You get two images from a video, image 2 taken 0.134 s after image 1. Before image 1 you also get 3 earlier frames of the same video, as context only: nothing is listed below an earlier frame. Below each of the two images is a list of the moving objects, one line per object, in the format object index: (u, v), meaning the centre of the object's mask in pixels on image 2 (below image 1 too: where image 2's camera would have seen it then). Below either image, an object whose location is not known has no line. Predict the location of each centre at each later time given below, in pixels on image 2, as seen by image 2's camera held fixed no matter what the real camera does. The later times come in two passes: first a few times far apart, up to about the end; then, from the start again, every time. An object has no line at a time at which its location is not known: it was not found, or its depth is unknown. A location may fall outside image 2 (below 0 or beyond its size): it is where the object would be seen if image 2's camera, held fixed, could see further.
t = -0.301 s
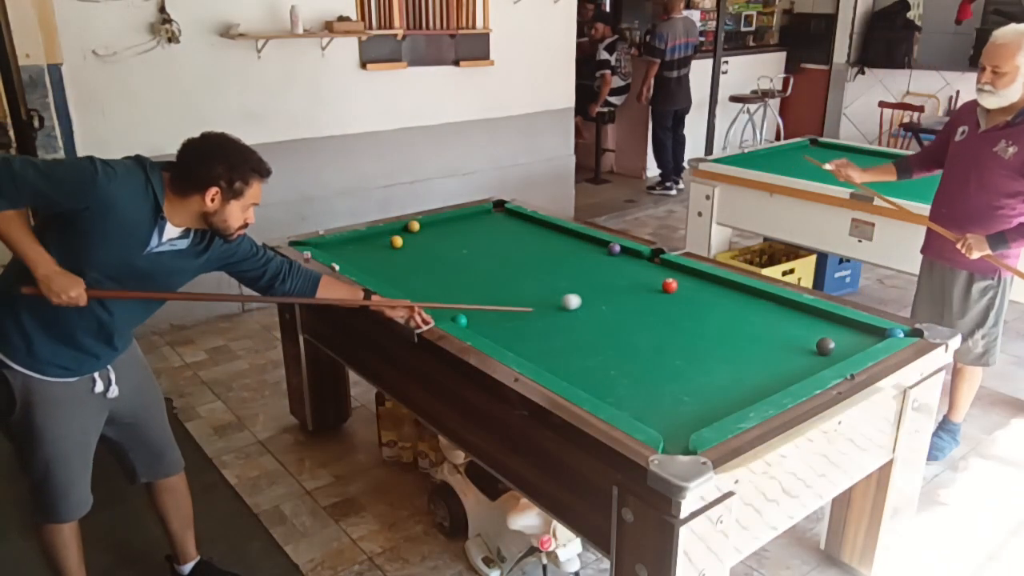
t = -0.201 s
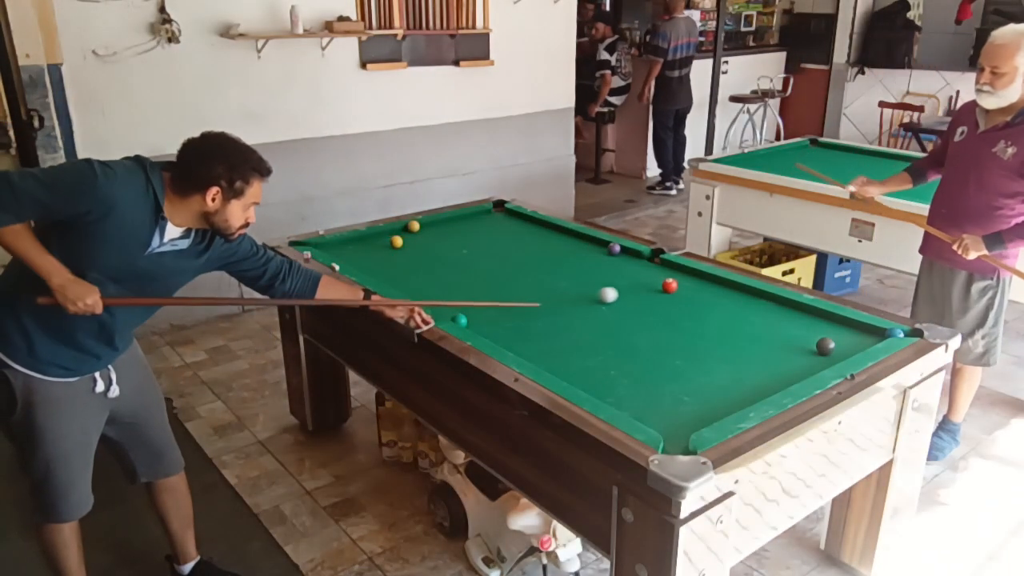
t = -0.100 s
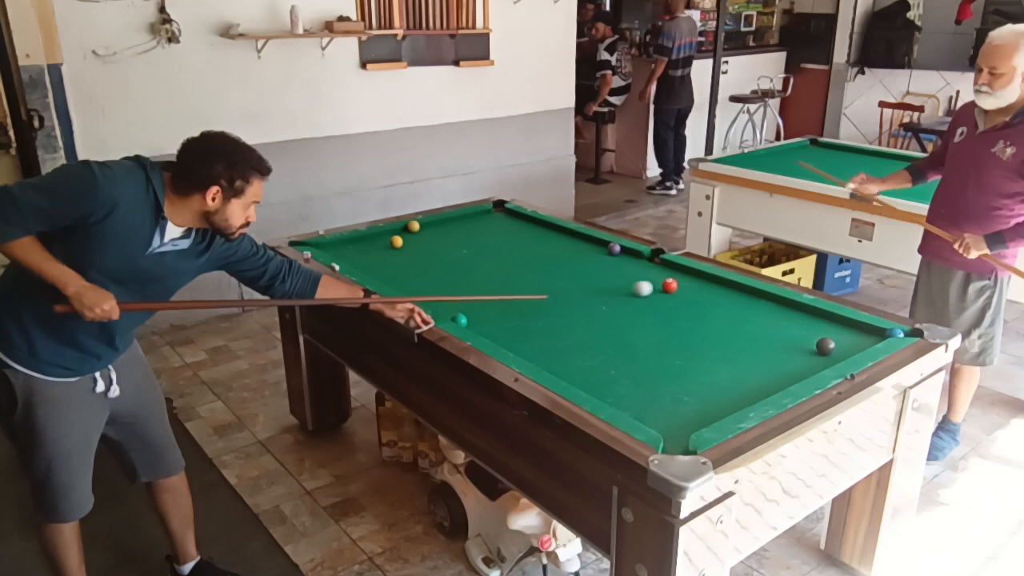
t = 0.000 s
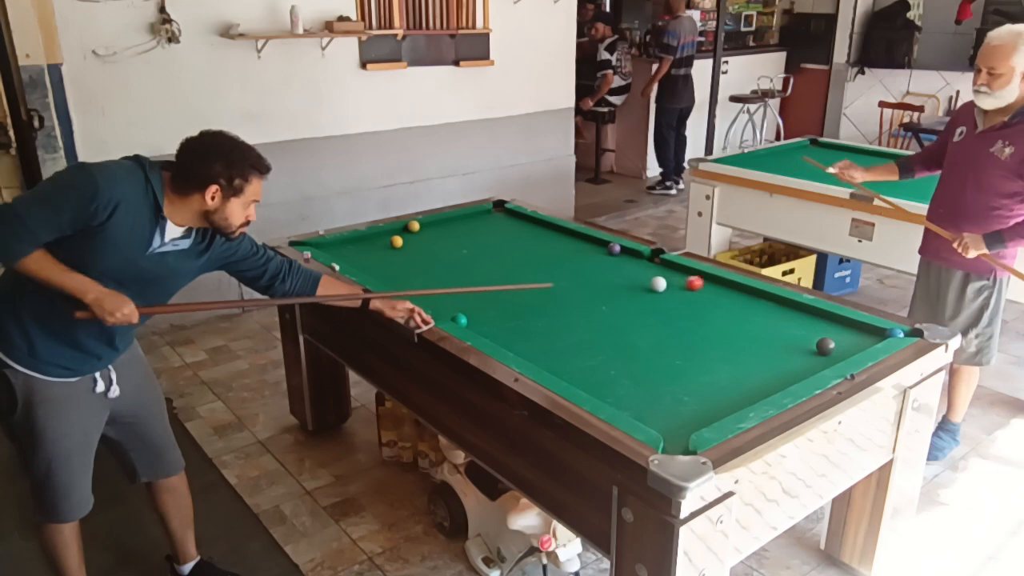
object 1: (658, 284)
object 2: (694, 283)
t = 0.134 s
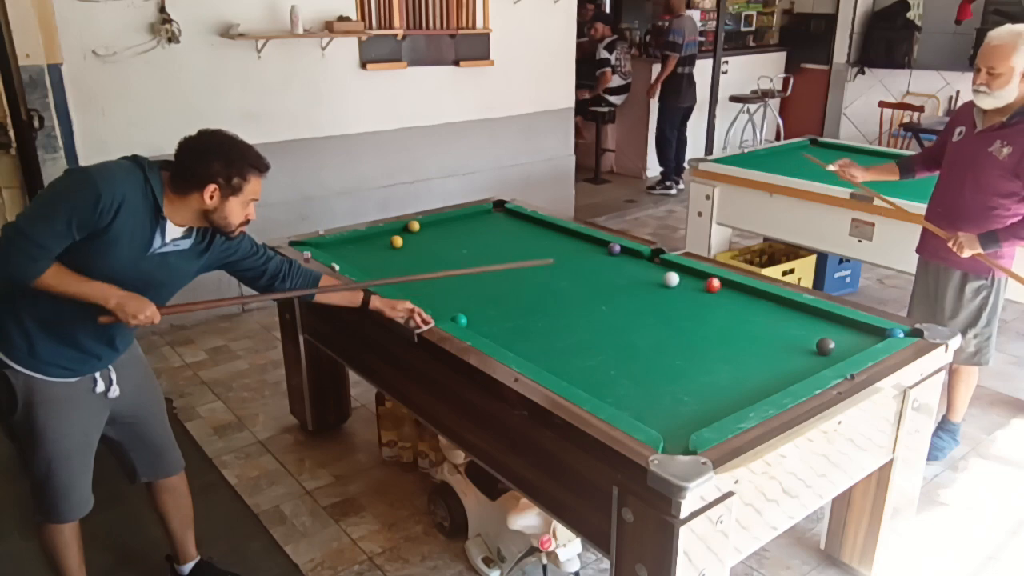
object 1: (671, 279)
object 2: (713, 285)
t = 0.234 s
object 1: (680, 276)
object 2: (705, 292)
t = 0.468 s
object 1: (682, 274)
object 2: (687, 309)
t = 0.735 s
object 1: (662, 279)
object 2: (665, 330)
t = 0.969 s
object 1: (645, 283)
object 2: (643, 350)
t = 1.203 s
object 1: (628, 287)
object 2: (620, 371)
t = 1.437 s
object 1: (613, 291)
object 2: (596, 393)
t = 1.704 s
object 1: (596, 295)
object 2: (632, 388)
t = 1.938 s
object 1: (582, 298)
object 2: (663, 382)
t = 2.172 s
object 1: (569, 301)
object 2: (691, 377)
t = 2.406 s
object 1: (557, 304)
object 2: (716, 371)
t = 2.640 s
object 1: (546, 306)
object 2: (740, 366)
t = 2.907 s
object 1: (534, 309)
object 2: (764, 361)
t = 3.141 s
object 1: (526, 311)
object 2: (782, 356)
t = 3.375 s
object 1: (518, 312)
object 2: (799, 352)
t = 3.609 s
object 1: (512, 313)
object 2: (811, 349)
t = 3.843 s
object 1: (507, 314)
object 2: (812, 349)
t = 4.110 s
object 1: (503, 315)
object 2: (812, 349)
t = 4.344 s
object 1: (501, 315)
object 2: (812, 349)
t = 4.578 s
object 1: (500, 315)
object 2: (812, 348)
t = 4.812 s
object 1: (500, 315)
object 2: (812, 349)
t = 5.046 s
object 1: (500, 315)
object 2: (811, 349)
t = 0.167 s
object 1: (674, 278)
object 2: (710, 287)
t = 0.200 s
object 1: (677, 277)
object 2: (708, 290)
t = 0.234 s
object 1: (680, 276)
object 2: (705, 292)
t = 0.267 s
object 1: (683, 274)
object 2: (703, 294)
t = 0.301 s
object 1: (686, 273)
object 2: (700, 297)
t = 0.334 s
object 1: (689, 272)
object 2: (697, 299)
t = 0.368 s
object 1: (690, 272)
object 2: (695, 302)
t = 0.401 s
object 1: (687, 273)
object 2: (692, 304)
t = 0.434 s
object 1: (684, 273)
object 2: (690, 307)
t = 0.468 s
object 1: (682, 274)
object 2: (687, 309)
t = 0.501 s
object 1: (679, 274)
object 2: (684, 312)
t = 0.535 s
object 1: (677, 275)
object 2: (682, 314)
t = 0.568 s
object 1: (674, 276)
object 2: (679, 317)
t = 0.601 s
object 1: (672, 276)
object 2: (676, 319)
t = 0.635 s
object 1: (669, 277)
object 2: (673, 322)
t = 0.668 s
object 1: (667, 277)
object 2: (671, 325)
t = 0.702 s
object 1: (664, 278)
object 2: (668, 327)
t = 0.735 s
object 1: (662, 279)
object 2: (665, 330)
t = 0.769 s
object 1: (659, 279)
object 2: (662, 333)
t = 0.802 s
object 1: (657, 280)
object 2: (658, 336)
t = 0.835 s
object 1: (654, 280)
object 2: (656, 338)
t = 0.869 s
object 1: (652, 281)
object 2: (653, 341)
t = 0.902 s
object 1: (650, 282)
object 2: (650, 344)
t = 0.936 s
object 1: (647, 282)
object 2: (647, 347)
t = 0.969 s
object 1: (645, 283)
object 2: (643, 350)
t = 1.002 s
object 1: (643, 283)
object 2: (640, 353)
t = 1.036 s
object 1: (640, 284)
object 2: (637, 356)
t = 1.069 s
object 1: (638, 285)
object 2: (634, 359)
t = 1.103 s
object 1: (636, 285)
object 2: (631, 362)
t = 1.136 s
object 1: (633, 286)
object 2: (627, 365)
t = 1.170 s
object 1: (631, 286)
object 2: (624, 368)
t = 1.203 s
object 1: (628, 287)
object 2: (620, 371)
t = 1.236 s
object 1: (626, 288)
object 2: (617, 375)
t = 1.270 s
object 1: (624, 288)
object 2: (613, 378)
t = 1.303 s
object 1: (622, 289)
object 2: (610, 381)
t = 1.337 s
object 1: (619, 289)
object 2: (606, 385)
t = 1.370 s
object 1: (617, 290)
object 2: (602, 388)
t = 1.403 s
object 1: (615, 290)
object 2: (599, 391)
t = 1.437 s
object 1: (613, 291)
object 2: (596, 393)
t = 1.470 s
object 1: (611, 291)
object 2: (600, 393)
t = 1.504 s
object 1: (609, 292)
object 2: (604, 393)
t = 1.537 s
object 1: (606, 293)
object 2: (609, 392)
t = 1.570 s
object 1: (604, 293)
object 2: (614, 391)
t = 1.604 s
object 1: (602, 293)
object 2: (619, 390)
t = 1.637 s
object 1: (600, 294)
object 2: (623, 390)
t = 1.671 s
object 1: (598, 294)
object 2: (628, 389)
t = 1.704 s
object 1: (596, 295)
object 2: (632, 388)
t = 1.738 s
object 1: (594, 296)
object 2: (637, 387)
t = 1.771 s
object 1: (592, 296)
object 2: (641, 386)
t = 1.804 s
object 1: (590, 296)
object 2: (646, 385)
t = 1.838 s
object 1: (588, 297)
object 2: (650, 385)
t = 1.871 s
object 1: (586, 297)
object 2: (654, 384)
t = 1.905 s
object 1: (584, 298)
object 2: (659, 383)
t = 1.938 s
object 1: (582, 298)
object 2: (663, 382)
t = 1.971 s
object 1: (580, 299)
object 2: (667, 381)
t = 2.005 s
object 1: (578, 299)
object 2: (671, 380)
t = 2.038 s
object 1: (577, 300)
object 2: (675, 380)
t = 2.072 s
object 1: (575, 300)
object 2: (679, 379)
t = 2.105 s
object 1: (573, 300)
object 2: (683, 378)
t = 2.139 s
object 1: (571, 301)
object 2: (687, 377)
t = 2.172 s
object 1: (569, 301)
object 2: (691, 377)
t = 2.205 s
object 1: (567, 302)
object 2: (695, 376)
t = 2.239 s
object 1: (566, 302)
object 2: (698, 375)
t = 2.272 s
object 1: (564, 302)
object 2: (702, 374)
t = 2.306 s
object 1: (562, 303)
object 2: (706, 373)
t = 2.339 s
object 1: (560, 303)
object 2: (709, 373)
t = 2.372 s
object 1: (559, 303)
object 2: (713, 372)
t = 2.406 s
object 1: (557, 304)
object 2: (716, 371)
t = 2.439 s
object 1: (555, 304)
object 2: (720, 370)
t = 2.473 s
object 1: (554, 305)
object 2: (723, 370)
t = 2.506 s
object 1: (552, 305)
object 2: (727, 369)
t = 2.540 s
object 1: (551, 305)
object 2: (730, 368)
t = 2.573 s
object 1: (549, 306)
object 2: (733, 368)
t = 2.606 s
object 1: (547, 306)
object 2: (736, 367)
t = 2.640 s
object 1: (546, 306)
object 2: (740, 366)
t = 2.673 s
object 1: (545, 307)
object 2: (743, 366)
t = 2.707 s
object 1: (543, 307)
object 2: (746, 365)
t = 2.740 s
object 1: (541, 307)
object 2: (749, 364)
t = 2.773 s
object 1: (540, 308)
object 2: (752, 364)
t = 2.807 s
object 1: (539, 308)
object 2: (755, 363)
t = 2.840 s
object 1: (537, 308)
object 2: (758, 362)
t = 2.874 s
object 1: (536, 309)
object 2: (761, 361)
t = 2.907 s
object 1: (534, 309)
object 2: (764, 361)
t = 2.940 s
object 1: (533, 309)
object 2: (766, 360)
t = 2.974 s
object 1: (532, 309)
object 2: (769, 360)
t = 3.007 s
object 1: (531, 310)
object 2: (772, 359)
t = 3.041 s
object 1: (529, 310)
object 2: (775, 358)
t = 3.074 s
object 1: (528, 310)
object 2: (777, 358)
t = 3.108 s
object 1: (527, 311)
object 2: (780, 357)
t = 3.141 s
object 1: (526, 311)
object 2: (782, 356)
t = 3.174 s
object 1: (525, 311)
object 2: (785, 356)
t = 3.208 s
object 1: (523, 311)
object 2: (787, 355)
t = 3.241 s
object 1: (522, 311)
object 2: (790, 355)
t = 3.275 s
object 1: (521, 312)
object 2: (792, 354)
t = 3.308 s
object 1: (520, 312)
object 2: (795, 354)
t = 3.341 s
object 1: (519, 312)
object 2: (797, 353)
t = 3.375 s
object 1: (518, 312)
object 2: (799, 352)
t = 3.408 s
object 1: (517, 313)
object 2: (801, 352)
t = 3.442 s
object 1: (517, 313)
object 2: (804, 351)
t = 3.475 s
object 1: (515, 313)
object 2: (806, 351)
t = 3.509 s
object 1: (515, 313)
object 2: (808, 350)
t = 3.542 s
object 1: (514, 313)
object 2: (810, 350)
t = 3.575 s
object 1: (513, 313)
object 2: (811, 349)
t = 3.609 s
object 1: (512, 313)
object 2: (811, 349)
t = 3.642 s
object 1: (511, 314)
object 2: (811, 349)
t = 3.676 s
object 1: (511, 314)
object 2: (811, 349)
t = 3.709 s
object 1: (510, 314)
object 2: (812, 349)
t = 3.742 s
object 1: (509, 314)
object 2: (812, 349)
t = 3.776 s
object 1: (508, 314)
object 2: (812, 349)
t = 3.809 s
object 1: (508, 314)
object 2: (812, 349)
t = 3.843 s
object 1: (507, 314)
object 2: (812, 349)
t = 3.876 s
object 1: (506, 314)
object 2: (812, 349)
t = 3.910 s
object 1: (506, 314)
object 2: (812, 349)
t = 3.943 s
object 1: (505, 314)
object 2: (812, 349)
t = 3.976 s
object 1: (504, 315)
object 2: (812, 349)
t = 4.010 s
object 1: (504, 315)
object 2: (812, 349)
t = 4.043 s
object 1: (504, 315)
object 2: (812, 349)
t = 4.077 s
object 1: (503, 315)
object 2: (812, 349)
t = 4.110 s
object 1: (503, 315)
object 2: (812, 349)
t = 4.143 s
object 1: (502, 315)
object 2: (812, 349)
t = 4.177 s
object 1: (502, 315)
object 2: (812, 349)
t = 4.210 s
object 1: (502, 315)
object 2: (812, 349)
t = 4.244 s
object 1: (501, 315)
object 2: (812, 349)
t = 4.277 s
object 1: (501, 315)
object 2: (812, 349)
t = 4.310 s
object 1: (501, 315)
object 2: (812, 349)
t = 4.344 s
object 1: (501, 315)
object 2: (812, 349)
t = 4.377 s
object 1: (500, 315)
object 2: (812, 348)
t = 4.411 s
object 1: (500, 315)
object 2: (812, 349)
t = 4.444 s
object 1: (500, 315)
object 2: (812, 349)
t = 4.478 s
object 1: (500, 315)
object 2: (812, 349)
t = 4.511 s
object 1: (500, 315)
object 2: (812, 349)
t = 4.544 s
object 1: (500, 315)
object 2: (812, 349)
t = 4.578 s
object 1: (500, 315)
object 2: (812, 348)
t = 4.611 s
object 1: (500, 315)
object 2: (812, 349)
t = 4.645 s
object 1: (500, 315)
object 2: (812, 349)
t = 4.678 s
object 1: (500, 315)
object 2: (812, 349)
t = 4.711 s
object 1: (500, 315)
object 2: (812, 349)
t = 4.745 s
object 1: (500, 315)
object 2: (812, 349)
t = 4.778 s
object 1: (500, 315)
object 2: (812, 349)
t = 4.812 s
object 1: (500, 315)
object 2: (812, 349)
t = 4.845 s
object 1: (500, 315)
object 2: (812, 349)
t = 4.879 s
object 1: (500, 315)
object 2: (812, 349)
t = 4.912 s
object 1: (500, 315)
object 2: (812, 349)
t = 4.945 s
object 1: (500, 315)
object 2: (812, 349)
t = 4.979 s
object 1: (500, 315)
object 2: (812, 349)
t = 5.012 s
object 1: (500, 315)
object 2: (811, 349)
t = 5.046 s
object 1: (500, 315)
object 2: (811, 349)
